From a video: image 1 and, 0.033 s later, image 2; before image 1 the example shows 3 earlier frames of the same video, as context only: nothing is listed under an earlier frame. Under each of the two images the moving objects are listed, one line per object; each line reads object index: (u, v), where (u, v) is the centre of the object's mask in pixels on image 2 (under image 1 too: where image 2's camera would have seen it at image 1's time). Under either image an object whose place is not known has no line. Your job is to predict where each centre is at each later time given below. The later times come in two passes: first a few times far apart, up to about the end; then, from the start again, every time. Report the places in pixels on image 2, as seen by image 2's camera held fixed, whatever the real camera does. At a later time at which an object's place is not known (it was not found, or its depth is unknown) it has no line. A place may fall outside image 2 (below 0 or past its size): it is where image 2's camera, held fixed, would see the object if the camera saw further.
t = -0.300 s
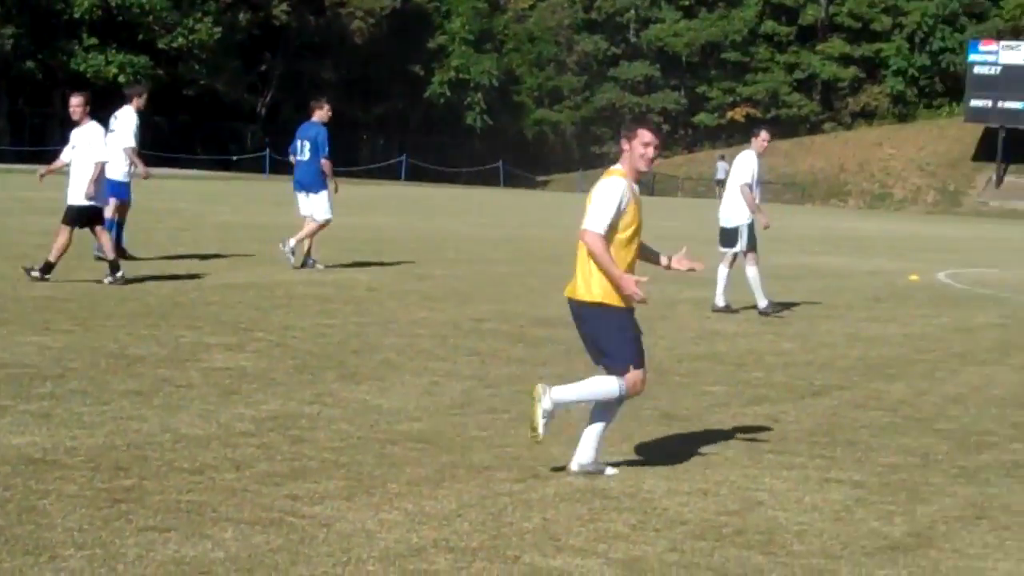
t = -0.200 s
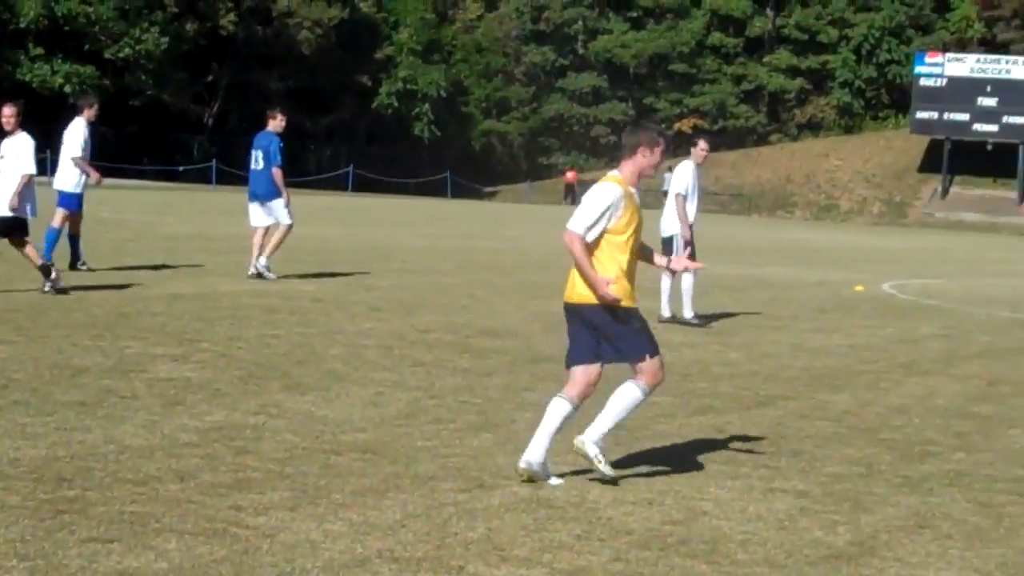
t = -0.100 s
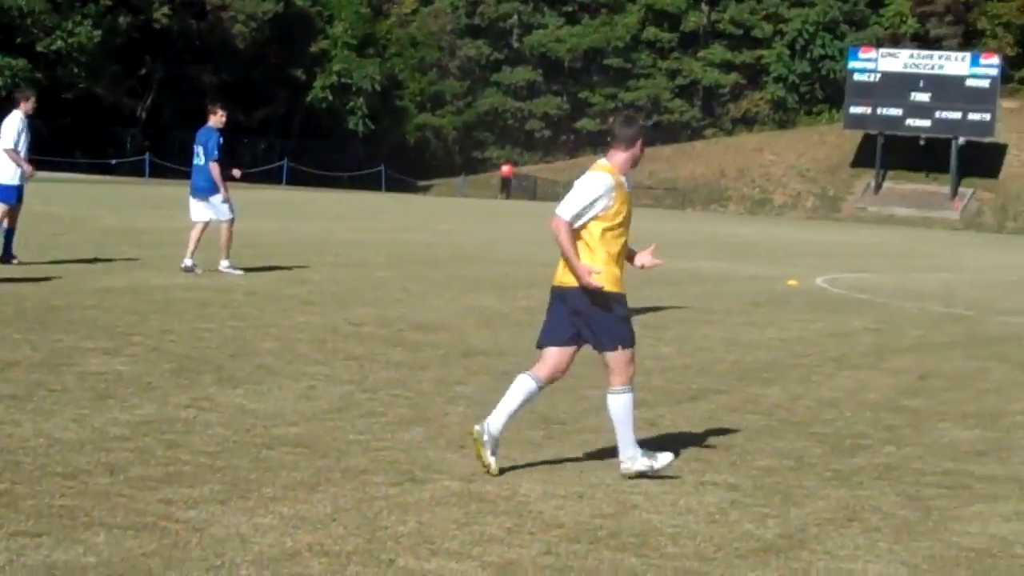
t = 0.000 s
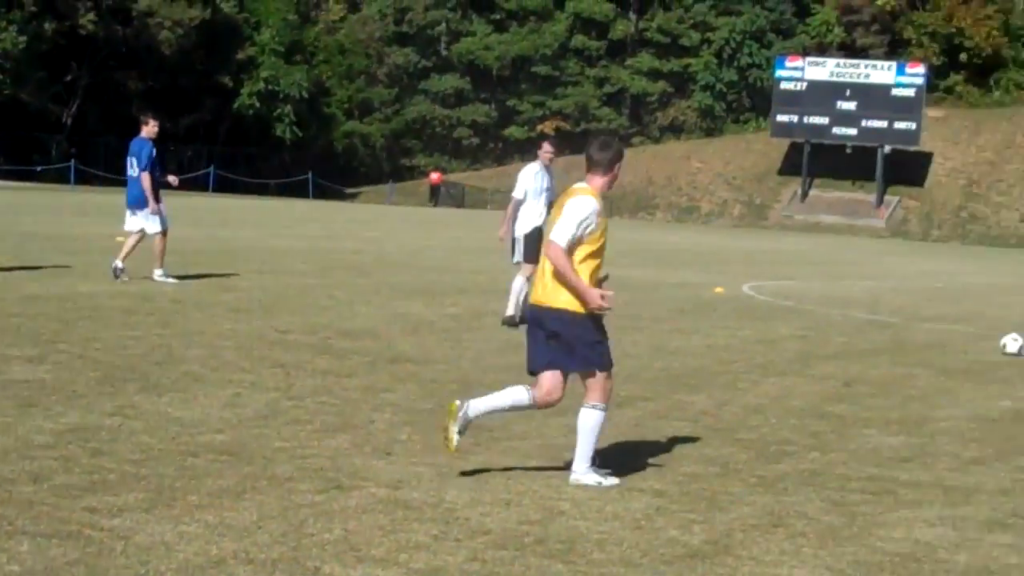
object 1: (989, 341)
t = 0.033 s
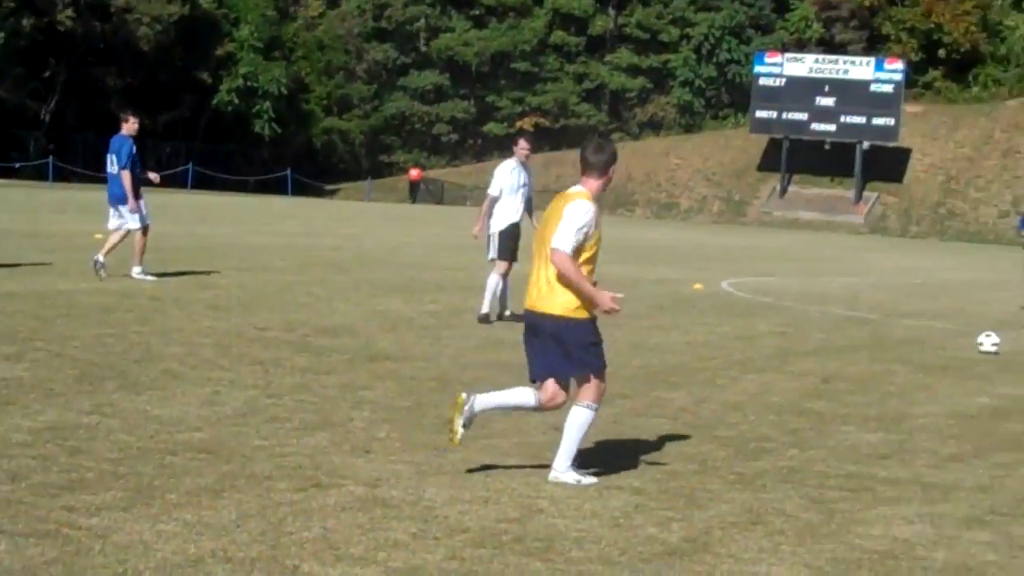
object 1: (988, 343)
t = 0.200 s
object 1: (984, 354)
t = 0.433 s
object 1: (970, 366)
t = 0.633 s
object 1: (956, 379)
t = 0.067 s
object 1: (988, 345)
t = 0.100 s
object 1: (987, 347)
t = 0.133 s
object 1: (986, 349)
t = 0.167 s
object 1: (985, 352)
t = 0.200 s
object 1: (984, 354)
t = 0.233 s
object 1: (983, 355)
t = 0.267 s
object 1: (981, 356)
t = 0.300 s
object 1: (979, 358)
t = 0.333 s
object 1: (978, 363)
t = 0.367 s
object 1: (976, 363)
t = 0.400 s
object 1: (974, 364)
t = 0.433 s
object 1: (970, 366)
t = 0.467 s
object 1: (968, 369)
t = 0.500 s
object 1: (966, 371)
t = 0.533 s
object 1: (963, 372)
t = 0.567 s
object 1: (961, 374)
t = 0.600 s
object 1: (958, 377)
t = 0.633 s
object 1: (956, 379)
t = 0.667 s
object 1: (954, 381)
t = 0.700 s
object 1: (952, 383)
